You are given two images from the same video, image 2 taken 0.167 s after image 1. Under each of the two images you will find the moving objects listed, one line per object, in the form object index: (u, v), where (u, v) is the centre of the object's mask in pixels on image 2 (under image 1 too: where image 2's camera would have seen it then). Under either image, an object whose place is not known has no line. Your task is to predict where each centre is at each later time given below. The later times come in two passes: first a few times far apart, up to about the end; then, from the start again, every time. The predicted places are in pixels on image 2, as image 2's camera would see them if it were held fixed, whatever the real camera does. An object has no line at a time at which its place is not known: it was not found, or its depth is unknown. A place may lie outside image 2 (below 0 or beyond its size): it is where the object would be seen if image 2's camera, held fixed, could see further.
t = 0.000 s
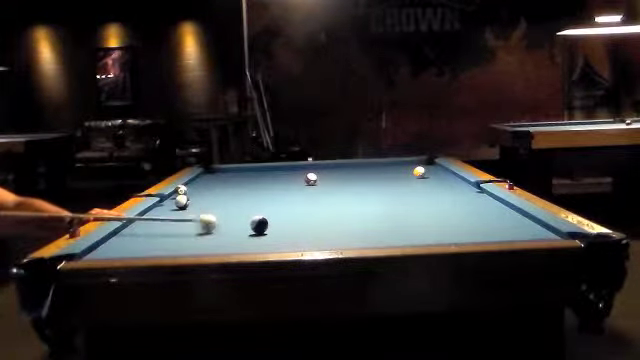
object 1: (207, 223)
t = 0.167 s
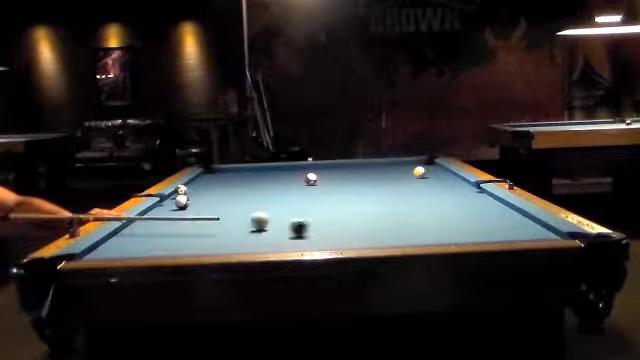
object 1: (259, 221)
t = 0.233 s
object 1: (273, 220)
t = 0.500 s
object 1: (329, 215)
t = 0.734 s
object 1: (374, 210)
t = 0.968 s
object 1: (416, 205)
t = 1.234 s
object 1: (461, 200)
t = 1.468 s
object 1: (486, 198)
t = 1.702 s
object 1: (467, 199)
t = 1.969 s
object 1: (447, 199)
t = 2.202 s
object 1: (431, 200)
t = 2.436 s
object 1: (416, 200)
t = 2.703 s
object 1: (399, 201)
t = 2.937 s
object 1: (387, 201)
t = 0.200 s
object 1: (266, 221)
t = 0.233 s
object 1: (273, 220)
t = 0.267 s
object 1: (280, 219)
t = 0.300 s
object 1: (287, 219)
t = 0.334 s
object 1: (294, 218)
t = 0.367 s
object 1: (302, 217)
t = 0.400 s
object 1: (308, 216)
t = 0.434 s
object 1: (315, 216)
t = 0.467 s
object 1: (322, 215)
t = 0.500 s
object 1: (329, 215)
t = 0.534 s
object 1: (336, 214)
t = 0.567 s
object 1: (342, 213)
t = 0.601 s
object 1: (349, 213)
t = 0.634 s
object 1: (356, 212)
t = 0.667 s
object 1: (361, 211)
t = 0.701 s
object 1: (368, 210)
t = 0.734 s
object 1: (374, 210)
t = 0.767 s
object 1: (380, 209)
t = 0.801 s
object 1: (386, 209)
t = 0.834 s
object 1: (393, 208)
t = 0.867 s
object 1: (399, 207)
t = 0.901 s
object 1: (405, 207)
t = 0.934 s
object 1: (411, 206)
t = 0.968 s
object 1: (416, 205)
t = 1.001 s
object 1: (422, 205)
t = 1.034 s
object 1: (428, 204)
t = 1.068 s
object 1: (433, 204)
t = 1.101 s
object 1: (439, 203)
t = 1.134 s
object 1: (445, 203)
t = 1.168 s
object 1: (450, 202)
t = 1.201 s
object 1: (455, 201)
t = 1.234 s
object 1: (461, 200)
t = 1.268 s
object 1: (466, 200)
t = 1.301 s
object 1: (471, 200)
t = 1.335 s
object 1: (476, 200)
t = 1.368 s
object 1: (481, 199)
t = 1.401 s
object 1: (487, 198)
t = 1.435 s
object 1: (488, 198)
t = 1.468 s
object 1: (486, 198)
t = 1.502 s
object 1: (484, 198)
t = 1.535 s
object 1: (481, 198)
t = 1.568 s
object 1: (479, 198)
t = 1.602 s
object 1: (476, 198)
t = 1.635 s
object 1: (473, 199)
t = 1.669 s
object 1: (470, 199)
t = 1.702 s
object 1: (467, 199)
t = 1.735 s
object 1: (464, 199)
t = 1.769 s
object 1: (462, 199)
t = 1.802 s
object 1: (459, 199)
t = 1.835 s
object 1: (457, 199)
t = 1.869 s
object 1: (454, 199)
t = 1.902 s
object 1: (452, 199)
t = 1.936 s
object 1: (449, 199)
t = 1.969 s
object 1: (447, 199)
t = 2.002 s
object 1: (445, 199)
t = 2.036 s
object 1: (443, 199)
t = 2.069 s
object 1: (441, 199)
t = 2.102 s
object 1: (439, 199)
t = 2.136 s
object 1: (436, 199)
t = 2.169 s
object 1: (433, 199)
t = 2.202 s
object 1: (431, 200)
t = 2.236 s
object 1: (429, 200)
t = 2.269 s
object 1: (427, 200)
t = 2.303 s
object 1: (424, 200)
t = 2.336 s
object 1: (422, 200)
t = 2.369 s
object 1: (420, 200)
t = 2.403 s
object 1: (418, 200)
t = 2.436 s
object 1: (416, 200)
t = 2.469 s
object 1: (413, 200)
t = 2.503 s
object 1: (412, 200)
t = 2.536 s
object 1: (409, 200)
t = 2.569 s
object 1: (407, 200)
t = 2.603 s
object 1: (405, 200)
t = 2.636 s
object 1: (403, 201)
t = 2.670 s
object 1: (401, 201)
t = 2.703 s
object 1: (399, 201)
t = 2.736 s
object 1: (397, 201)
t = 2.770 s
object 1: (395, 201)
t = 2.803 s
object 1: (393, 201)
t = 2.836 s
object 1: (391, 201)
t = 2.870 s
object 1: (390, 201)
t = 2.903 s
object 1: (389, 201)
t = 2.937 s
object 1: (387, 201)
